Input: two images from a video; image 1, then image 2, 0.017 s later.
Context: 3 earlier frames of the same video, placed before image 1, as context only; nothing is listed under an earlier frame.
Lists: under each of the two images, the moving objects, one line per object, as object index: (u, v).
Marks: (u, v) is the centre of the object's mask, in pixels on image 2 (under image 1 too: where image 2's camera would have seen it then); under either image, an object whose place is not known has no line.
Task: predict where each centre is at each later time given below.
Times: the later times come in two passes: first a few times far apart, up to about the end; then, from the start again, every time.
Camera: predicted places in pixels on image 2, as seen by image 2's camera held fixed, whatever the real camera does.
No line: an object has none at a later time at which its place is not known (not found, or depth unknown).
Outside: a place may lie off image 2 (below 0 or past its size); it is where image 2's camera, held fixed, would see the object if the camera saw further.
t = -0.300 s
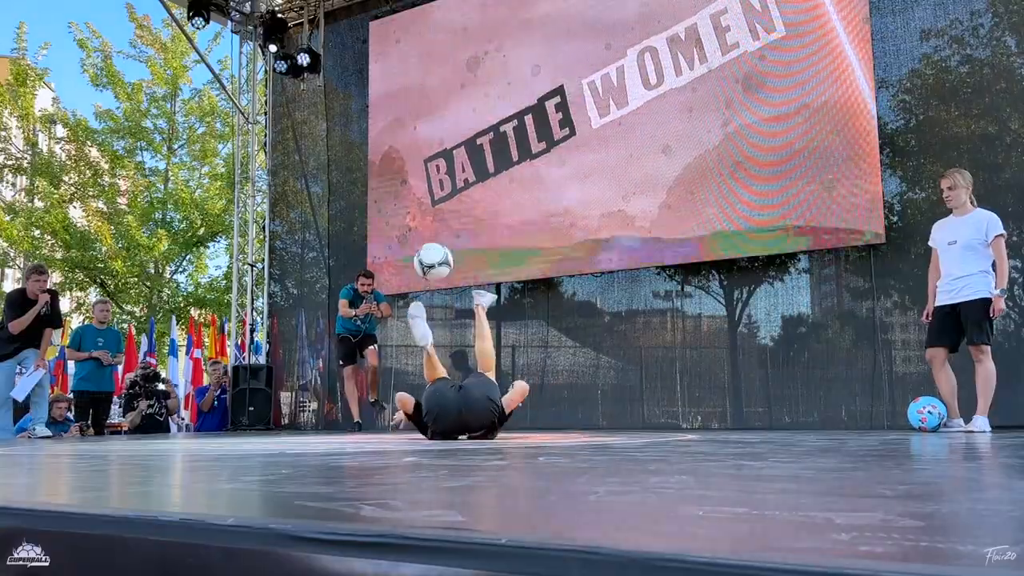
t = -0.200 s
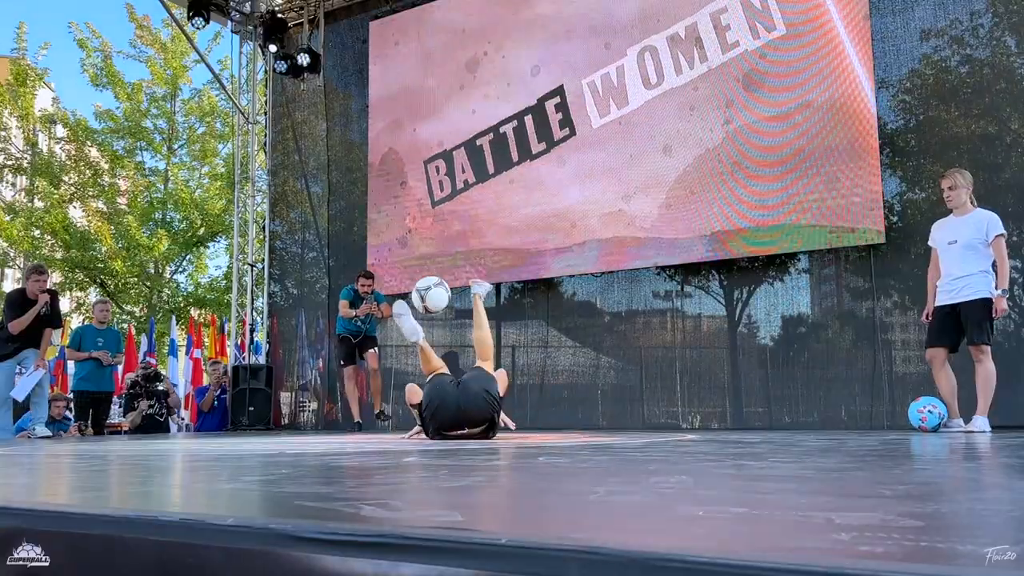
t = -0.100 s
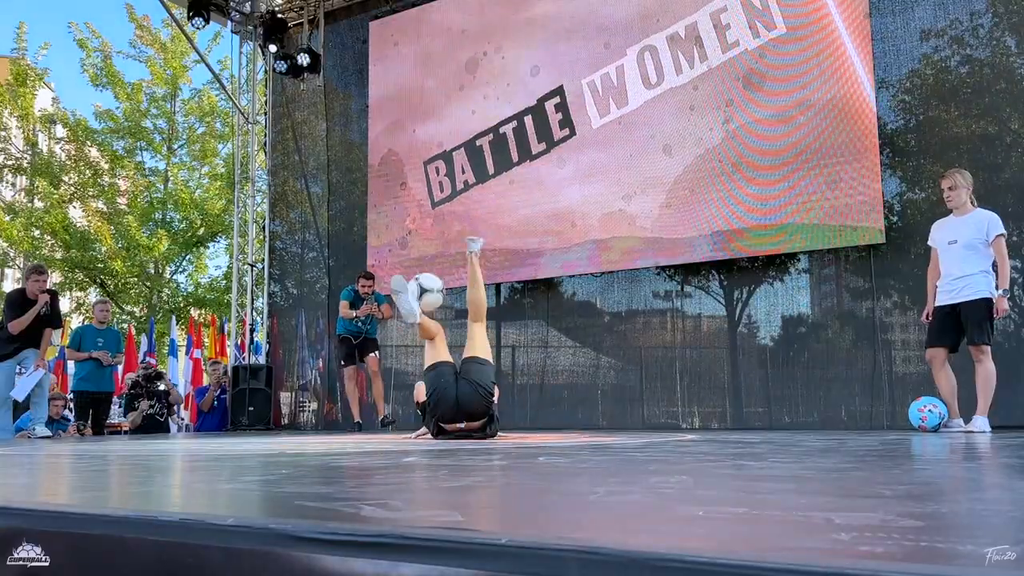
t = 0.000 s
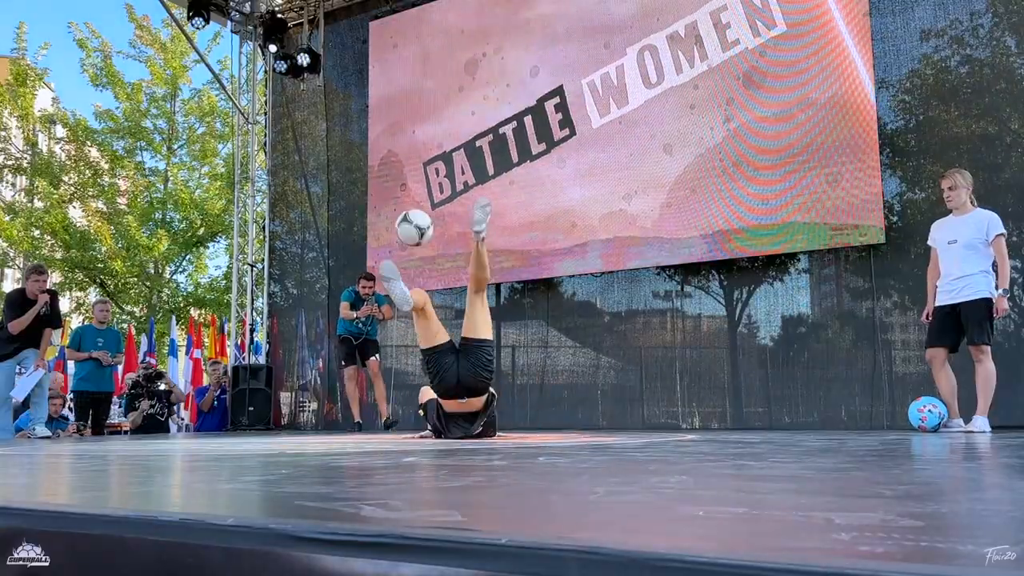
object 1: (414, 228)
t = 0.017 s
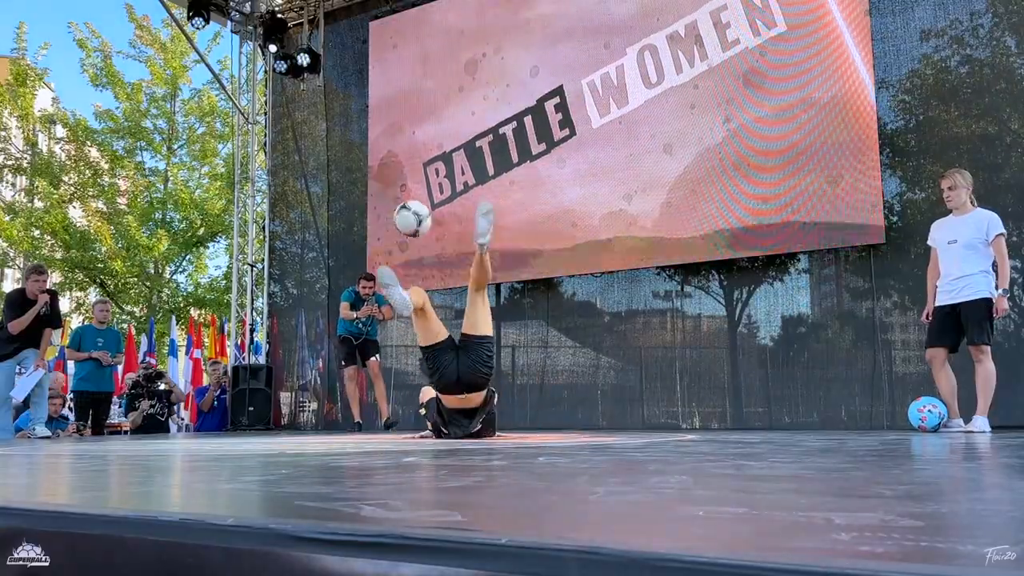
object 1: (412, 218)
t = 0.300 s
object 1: (382, 143)
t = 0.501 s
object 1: (363, 166)
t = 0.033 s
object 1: (411, 210)
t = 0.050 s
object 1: (409, 201)
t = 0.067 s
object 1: (406, 196)
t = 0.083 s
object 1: (405, 189)
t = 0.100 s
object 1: (403, 182)
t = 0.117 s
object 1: (401, 175)
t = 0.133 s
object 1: (399, 169)
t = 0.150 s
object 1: (398, 165)
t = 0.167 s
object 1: (396, 162)
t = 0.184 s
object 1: (394, 158)
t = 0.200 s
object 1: (392, 154)
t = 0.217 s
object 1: (390, 151)
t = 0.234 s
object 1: (388, 148)
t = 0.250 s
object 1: (387, 147)
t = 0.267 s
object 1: (386, 146)
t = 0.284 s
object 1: (384, 144)
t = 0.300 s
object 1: (382, 143)
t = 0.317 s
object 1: (381, 142)
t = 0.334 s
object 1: (379, 141)
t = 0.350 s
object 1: (377, 144)
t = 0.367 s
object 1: (376, 144)
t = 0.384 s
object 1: (374, 145)
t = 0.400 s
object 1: (373, 147)
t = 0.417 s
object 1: (371, 149)
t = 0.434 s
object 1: (369, 152)
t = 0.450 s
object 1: (368, 155)
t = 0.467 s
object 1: (366, 158)
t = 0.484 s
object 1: (364, 162)
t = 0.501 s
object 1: (363, 166)
